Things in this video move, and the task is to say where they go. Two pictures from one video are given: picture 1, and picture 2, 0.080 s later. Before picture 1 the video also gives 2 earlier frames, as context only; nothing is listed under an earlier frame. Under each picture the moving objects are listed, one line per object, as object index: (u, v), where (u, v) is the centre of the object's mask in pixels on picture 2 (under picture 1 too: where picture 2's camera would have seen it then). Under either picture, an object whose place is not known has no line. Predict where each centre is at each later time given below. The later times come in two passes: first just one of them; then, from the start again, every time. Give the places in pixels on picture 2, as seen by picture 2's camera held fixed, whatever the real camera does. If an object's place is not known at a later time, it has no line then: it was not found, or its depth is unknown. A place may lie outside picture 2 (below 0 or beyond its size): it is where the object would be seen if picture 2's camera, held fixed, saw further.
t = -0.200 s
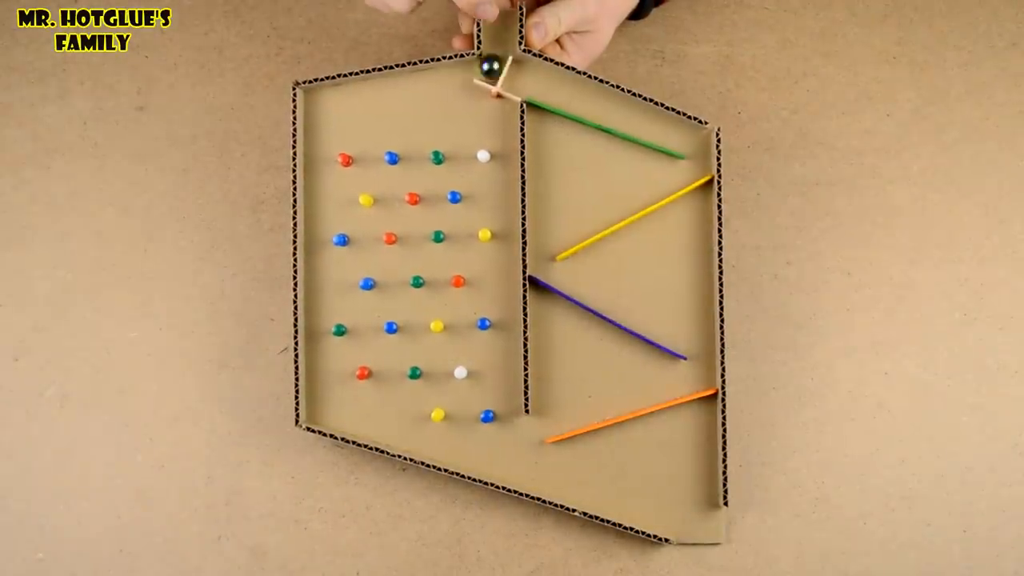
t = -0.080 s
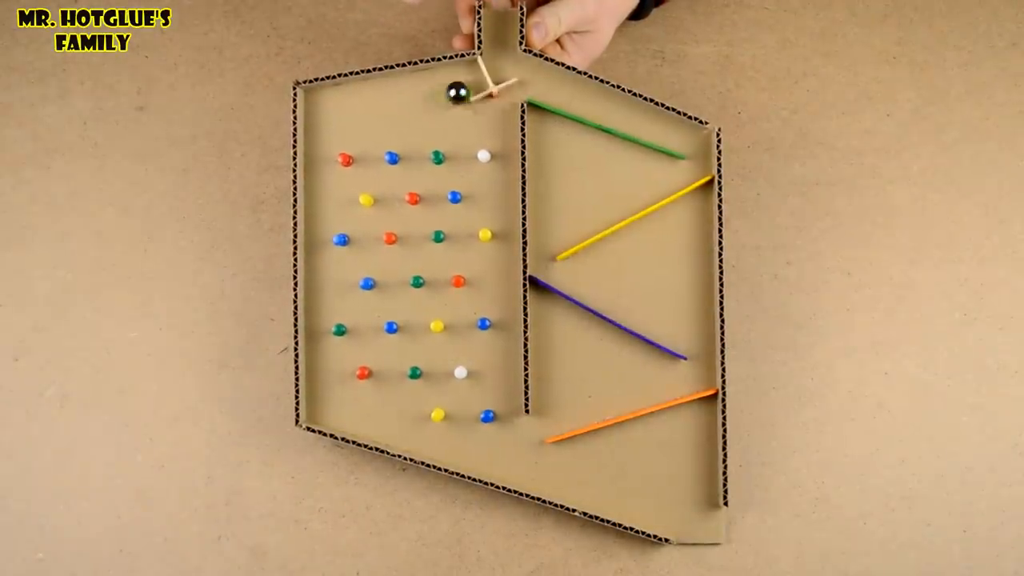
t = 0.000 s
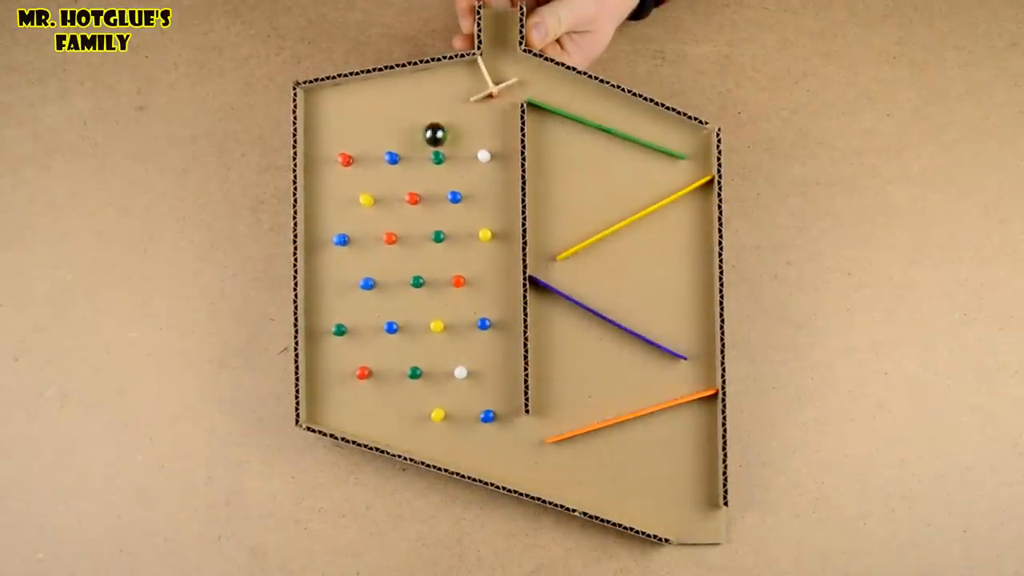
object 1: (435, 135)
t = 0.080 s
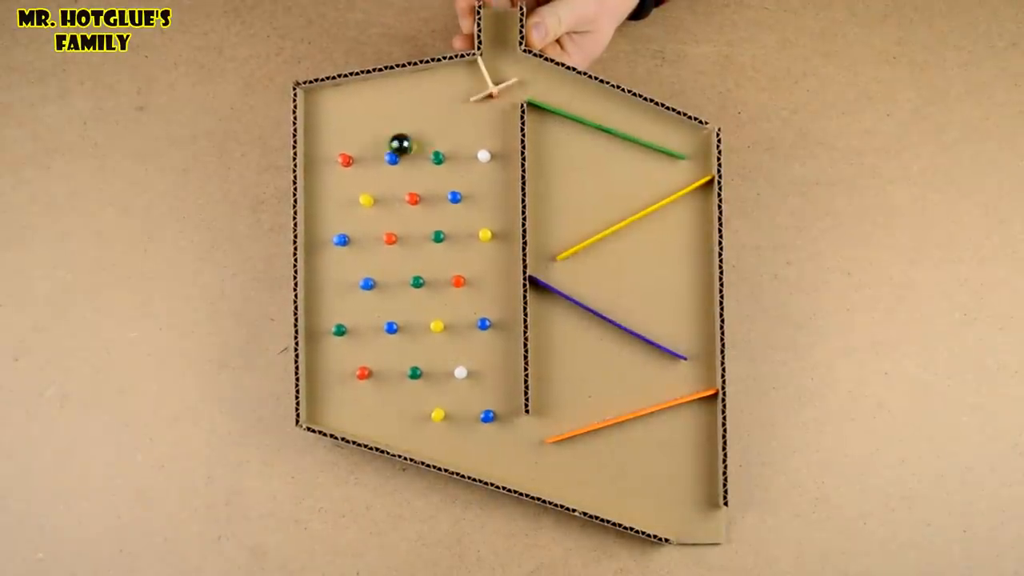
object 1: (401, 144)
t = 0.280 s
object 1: (370, 148)
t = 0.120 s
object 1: (396, 137)
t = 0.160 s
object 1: (391, 136)
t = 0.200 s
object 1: (386, 140)
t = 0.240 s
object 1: (378, 142)
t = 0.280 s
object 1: (370, 148)
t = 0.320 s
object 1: (361, 160)
